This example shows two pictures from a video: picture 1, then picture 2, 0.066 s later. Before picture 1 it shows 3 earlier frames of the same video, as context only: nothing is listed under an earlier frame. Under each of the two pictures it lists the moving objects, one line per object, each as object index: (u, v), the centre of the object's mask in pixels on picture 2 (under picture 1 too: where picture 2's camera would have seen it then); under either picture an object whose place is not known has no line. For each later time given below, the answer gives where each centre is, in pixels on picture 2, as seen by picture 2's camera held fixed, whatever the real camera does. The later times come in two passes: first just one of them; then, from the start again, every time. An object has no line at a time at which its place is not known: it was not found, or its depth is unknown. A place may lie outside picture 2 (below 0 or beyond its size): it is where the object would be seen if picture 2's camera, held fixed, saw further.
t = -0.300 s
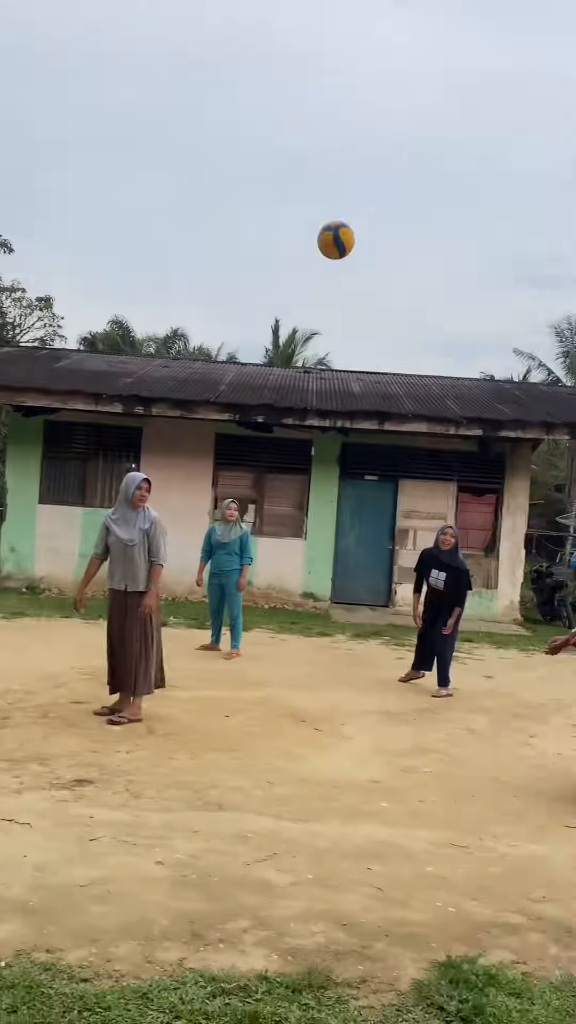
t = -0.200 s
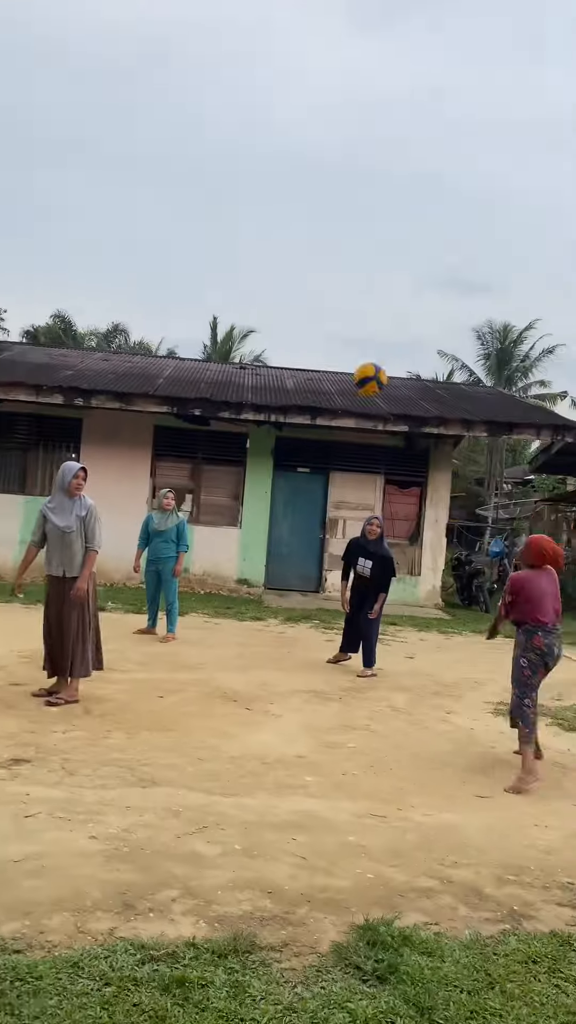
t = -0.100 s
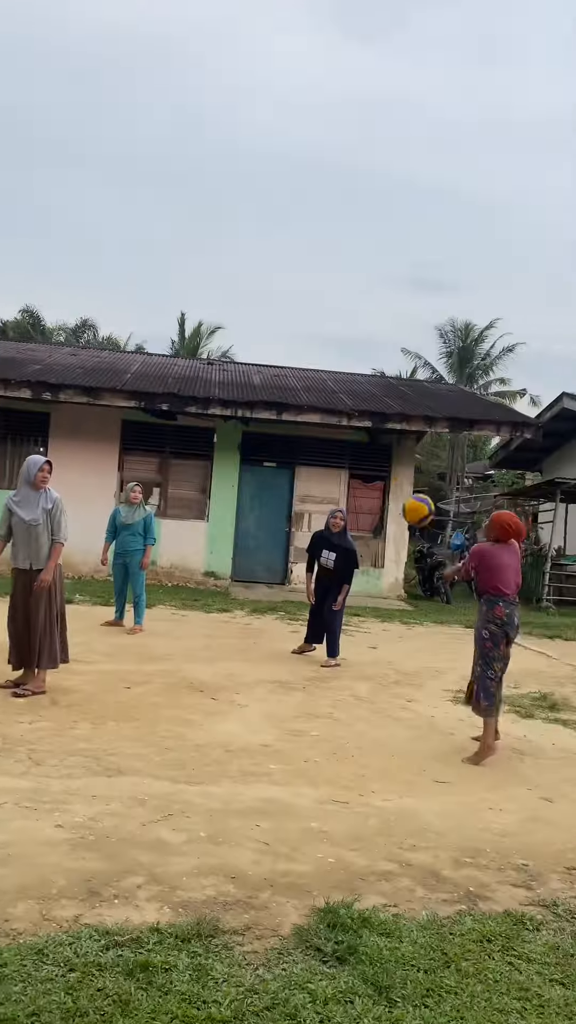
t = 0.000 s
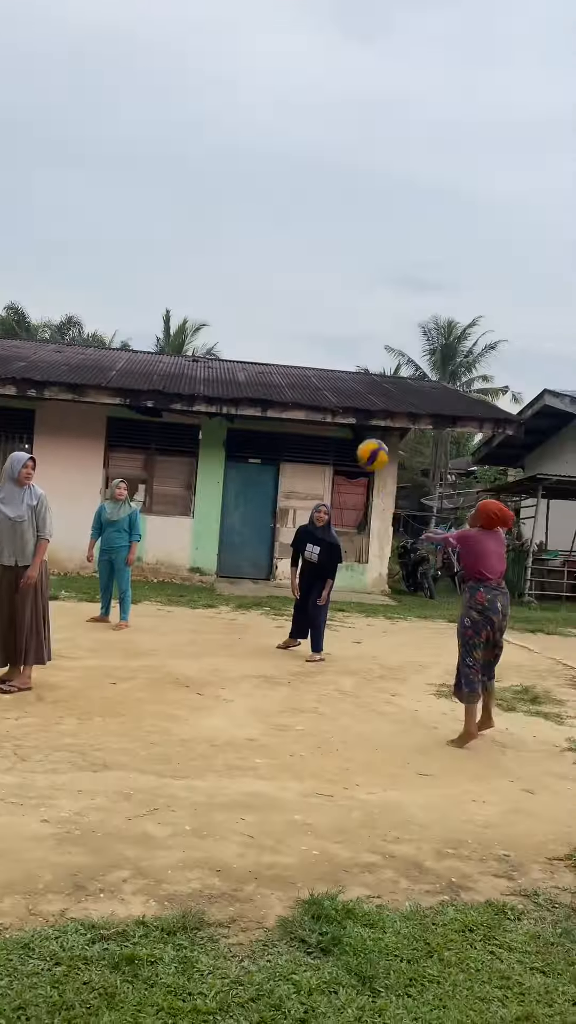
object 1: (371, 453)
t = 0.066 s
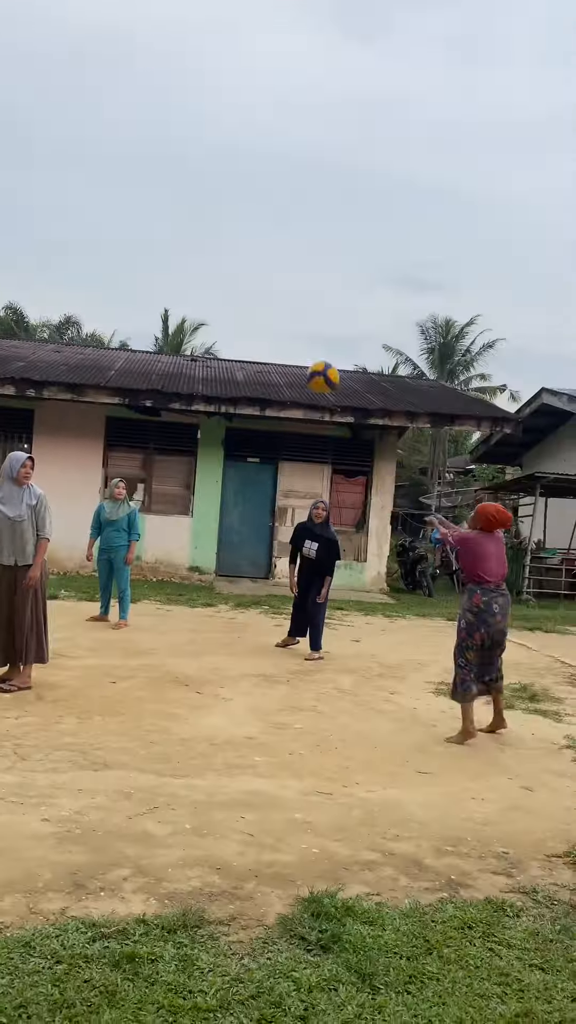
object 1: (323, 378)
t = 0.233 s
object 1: (195, 216)
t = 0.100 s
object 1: (298, 342)
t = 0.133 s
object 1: (273, 308)
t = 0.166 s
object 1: (247, 275)
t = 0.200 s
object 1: (222, 244)
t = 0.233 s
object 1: (195, 216)
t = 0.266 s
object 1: (169, 189)
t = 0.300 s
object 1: (143, 164)
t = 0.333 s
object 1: (115, 141)
